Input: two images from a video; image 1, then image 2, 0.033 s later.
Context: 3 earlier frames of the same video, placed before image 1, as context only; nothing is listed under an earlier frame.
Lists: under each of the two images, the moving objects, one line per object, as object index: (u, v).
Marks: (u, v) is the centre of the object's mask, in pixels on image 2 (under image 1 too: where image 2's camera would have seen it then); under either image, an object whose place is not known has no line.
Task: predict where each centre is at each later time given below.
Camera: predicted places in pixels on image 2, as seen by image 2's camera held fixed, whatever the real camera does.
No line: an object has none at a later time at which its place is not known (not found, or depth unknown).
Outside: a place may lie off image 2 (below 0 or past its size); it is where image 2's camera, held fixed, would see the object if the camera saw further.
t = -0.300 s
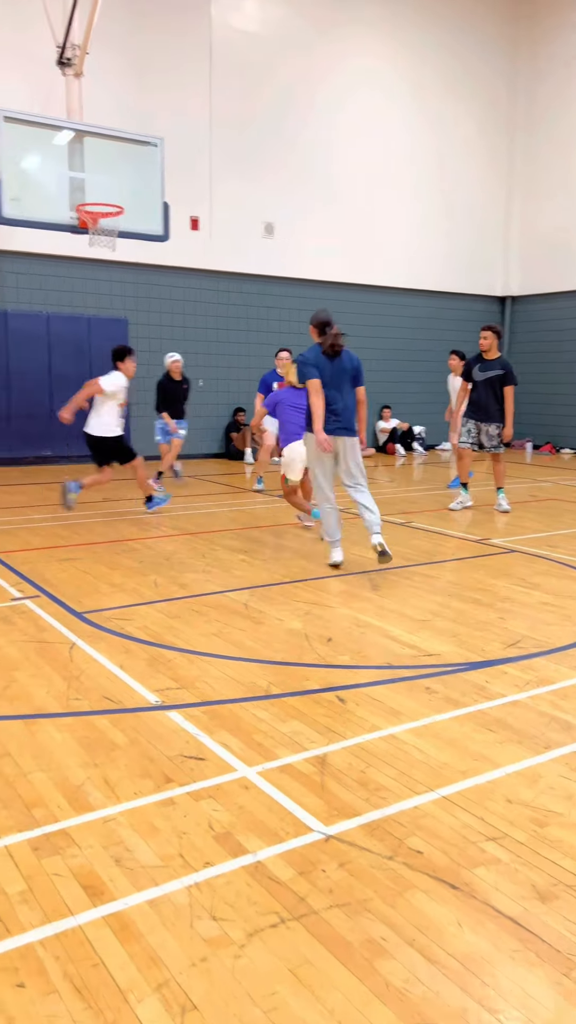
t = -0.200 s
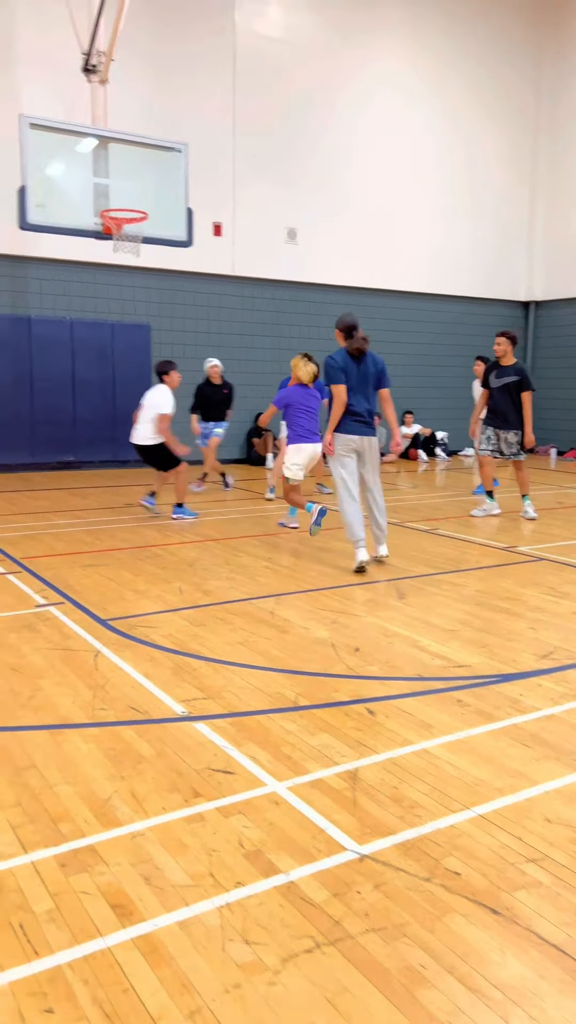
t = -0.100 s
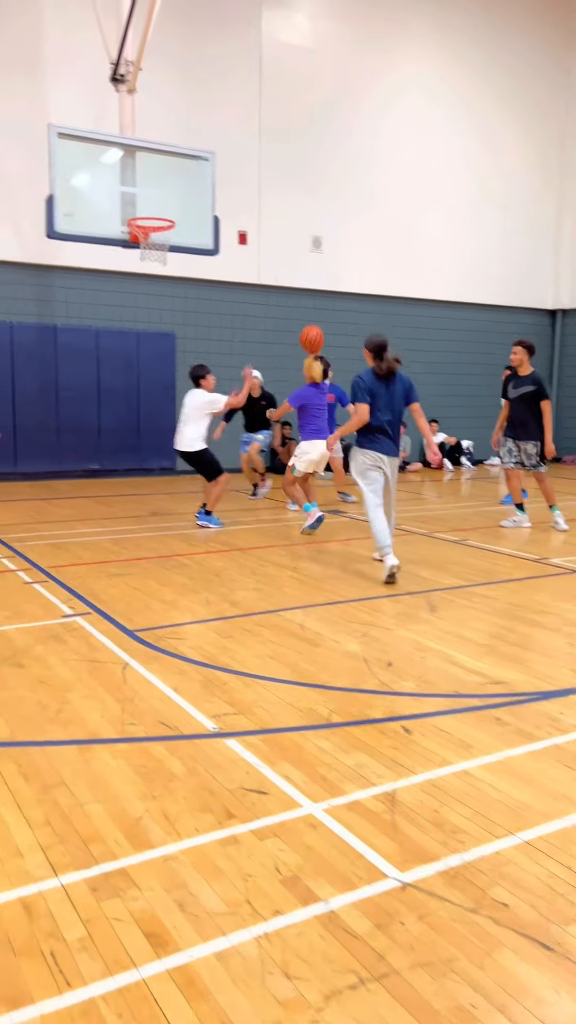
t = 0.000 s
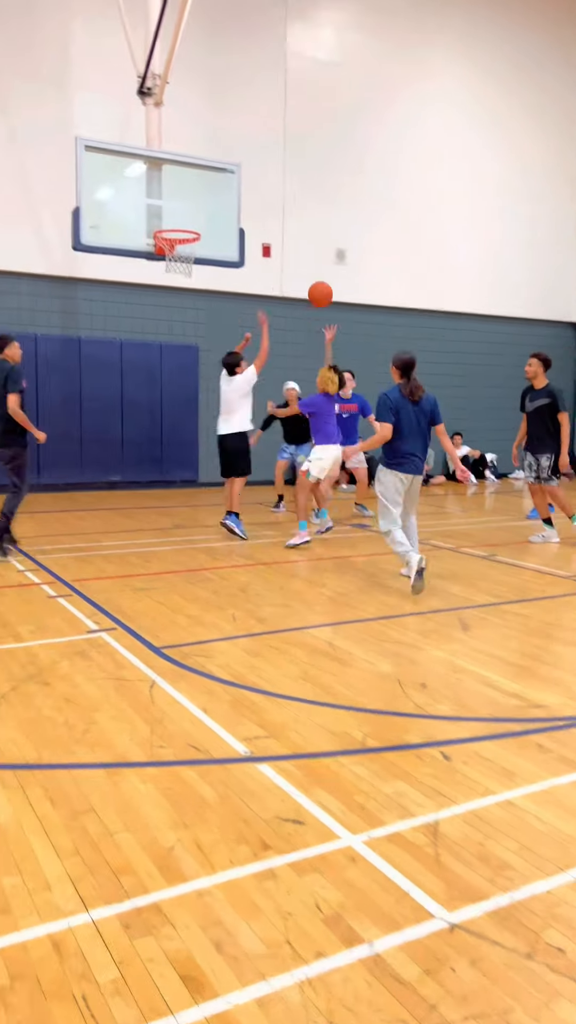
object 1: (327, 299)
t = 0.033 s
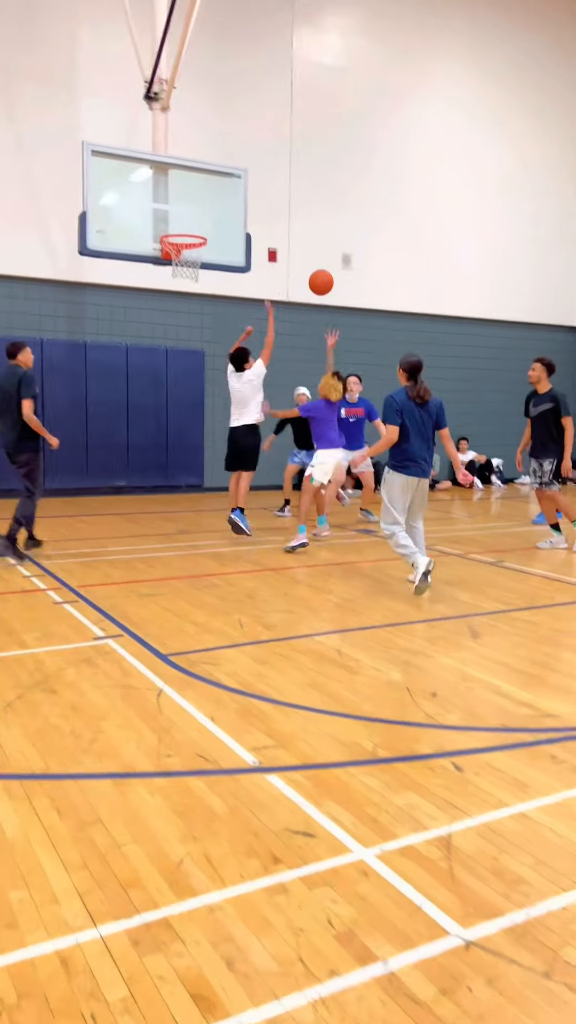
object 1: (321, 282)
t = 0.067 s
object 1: (315, 267)
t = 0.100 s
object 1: (310, 253)
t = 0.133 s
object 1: (304, 240)
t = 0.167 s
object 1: (298, 228)
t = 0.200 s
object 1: (292, 217)
